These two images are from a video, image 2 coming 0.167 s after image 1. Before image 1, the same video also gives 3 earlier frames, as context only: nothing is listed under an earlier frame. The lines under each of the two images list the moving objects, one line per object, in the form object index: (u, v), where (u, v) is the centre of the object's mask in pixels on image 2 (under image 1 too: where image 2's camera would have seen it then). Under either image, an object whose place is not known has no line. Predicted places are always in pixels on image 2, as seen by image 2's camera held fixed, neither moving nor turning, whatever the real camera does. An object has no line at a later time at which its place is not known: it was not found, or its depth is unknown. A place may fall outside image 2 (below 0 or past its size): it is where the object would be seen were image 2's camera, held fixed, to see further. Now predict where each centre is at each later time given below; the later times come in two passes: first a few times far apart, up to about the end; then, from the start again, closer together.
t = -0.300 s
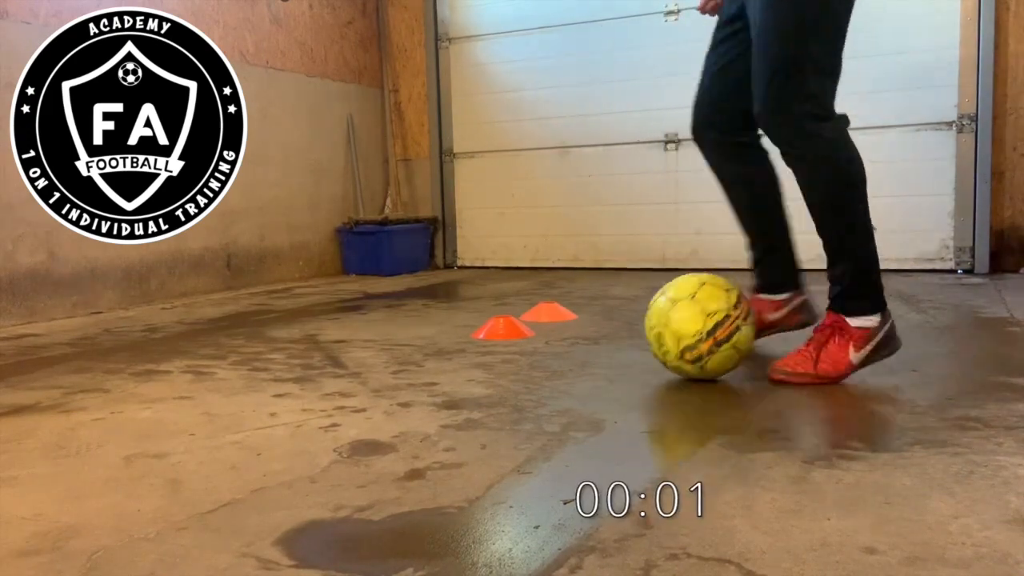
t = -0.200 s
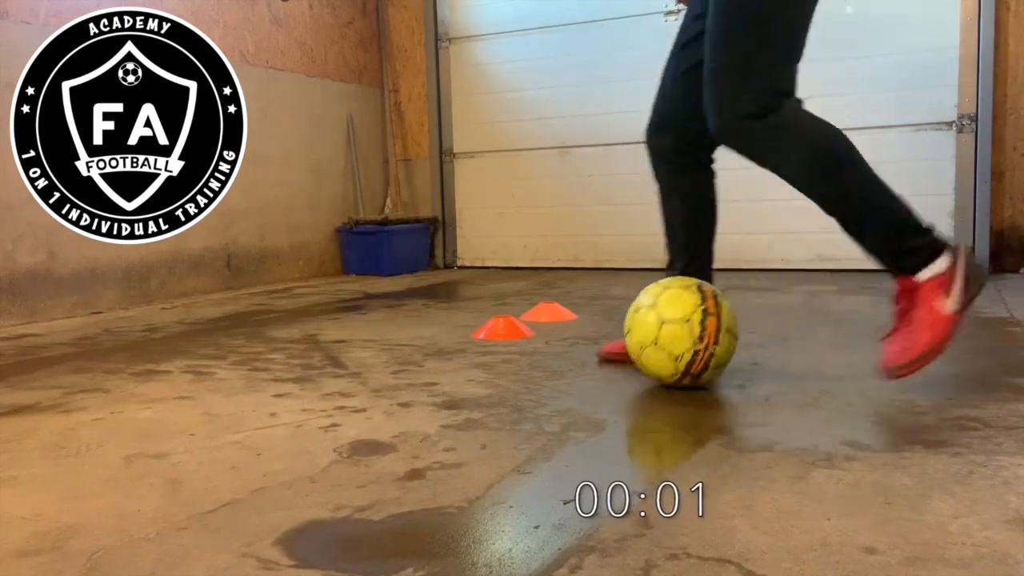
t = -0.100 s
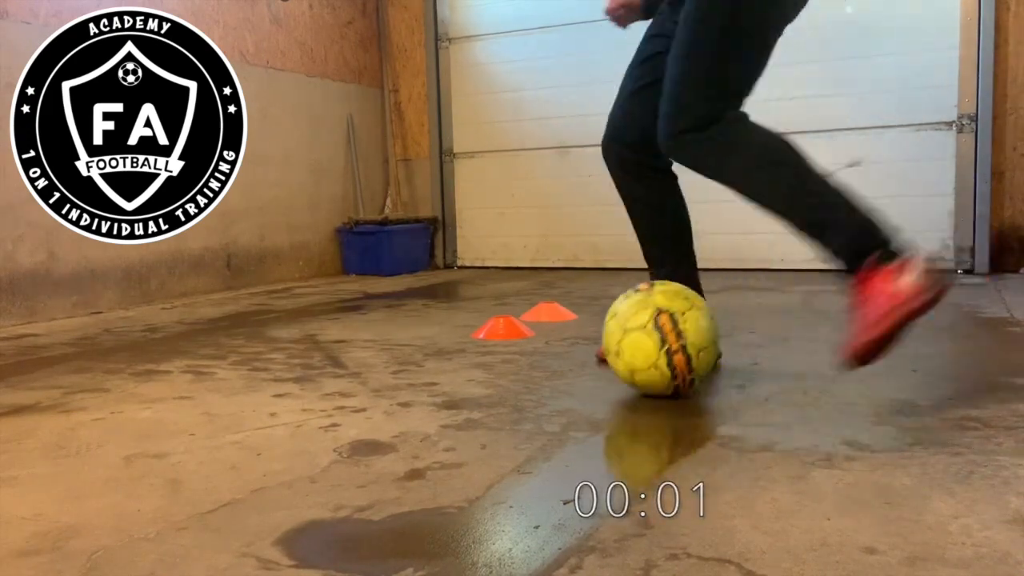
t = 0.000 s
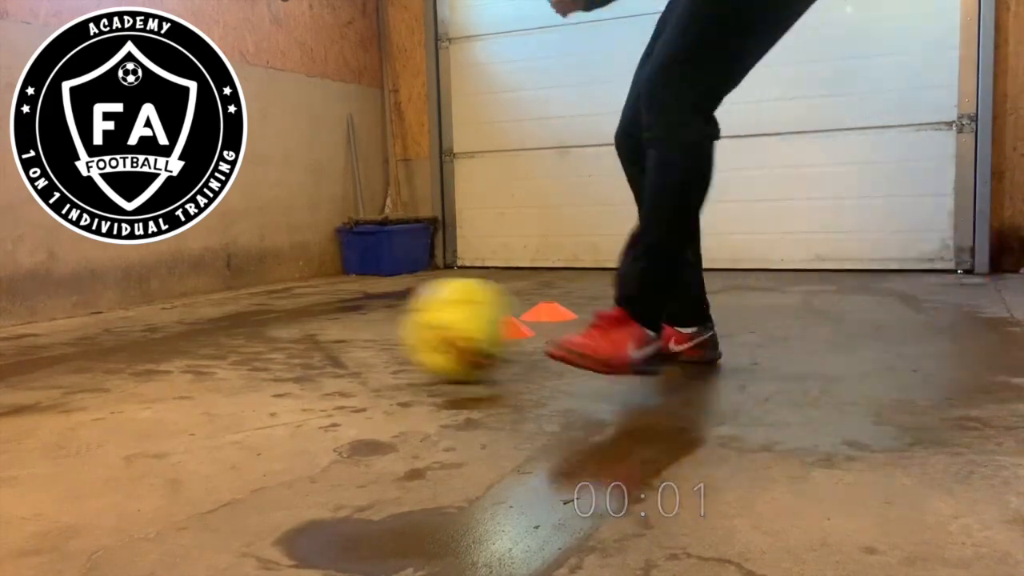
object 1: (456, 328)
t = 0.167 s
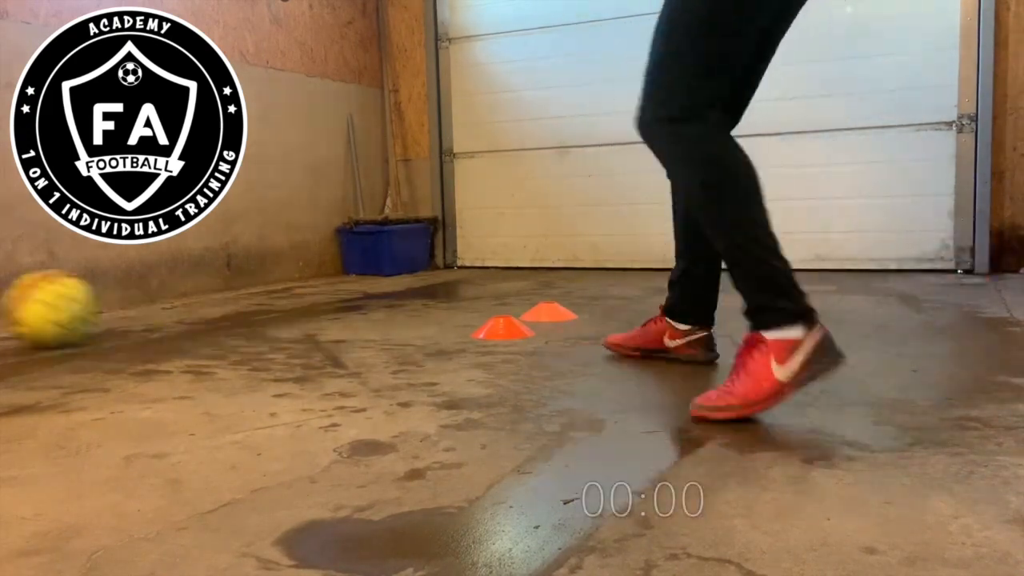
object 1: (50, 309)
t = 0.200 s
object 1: (17, 306)
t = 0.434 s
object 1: (214, 313)
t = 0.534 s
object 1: (345, 302)
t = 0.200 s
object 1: (17, 306)
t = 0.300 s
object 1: (31, 289)
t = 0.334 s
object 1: (66, 290)
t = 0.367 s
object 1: (114, 293)
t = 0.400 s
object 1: (163, 301)
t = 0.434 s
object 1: (214, 313)
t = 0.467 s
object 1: (257, 306)
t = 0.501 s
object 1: (299, 302)
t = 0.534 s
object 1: (345, 302)
